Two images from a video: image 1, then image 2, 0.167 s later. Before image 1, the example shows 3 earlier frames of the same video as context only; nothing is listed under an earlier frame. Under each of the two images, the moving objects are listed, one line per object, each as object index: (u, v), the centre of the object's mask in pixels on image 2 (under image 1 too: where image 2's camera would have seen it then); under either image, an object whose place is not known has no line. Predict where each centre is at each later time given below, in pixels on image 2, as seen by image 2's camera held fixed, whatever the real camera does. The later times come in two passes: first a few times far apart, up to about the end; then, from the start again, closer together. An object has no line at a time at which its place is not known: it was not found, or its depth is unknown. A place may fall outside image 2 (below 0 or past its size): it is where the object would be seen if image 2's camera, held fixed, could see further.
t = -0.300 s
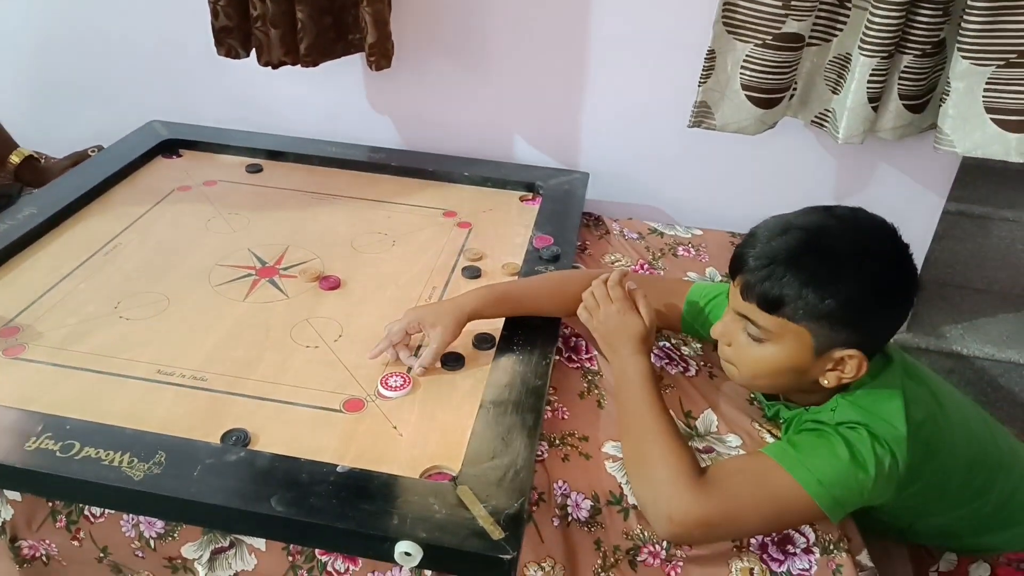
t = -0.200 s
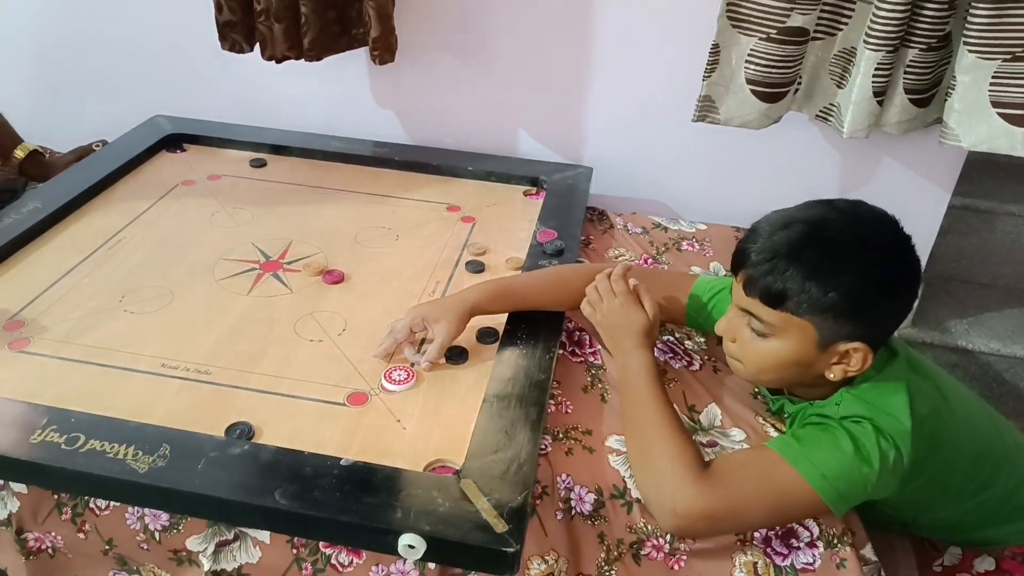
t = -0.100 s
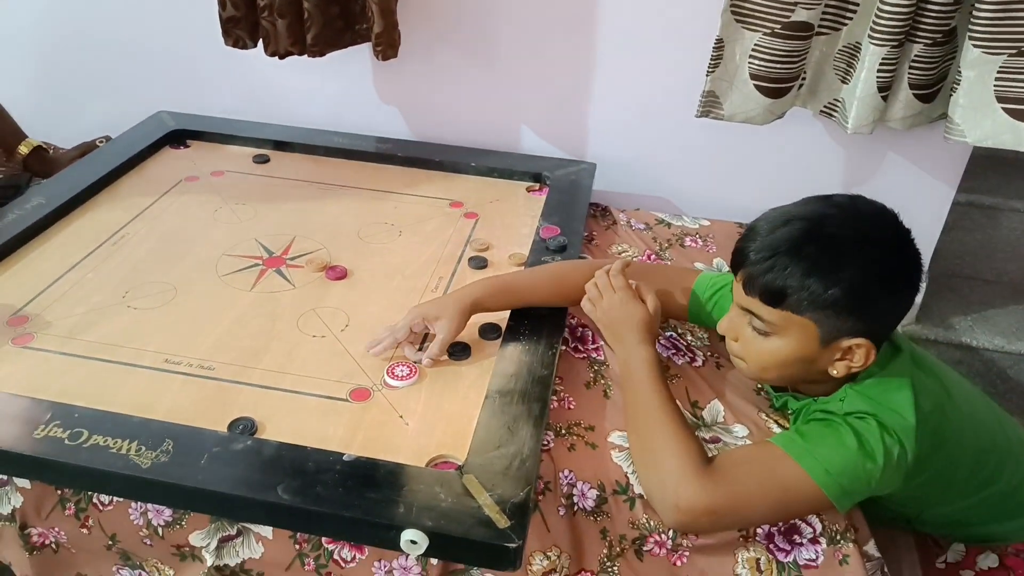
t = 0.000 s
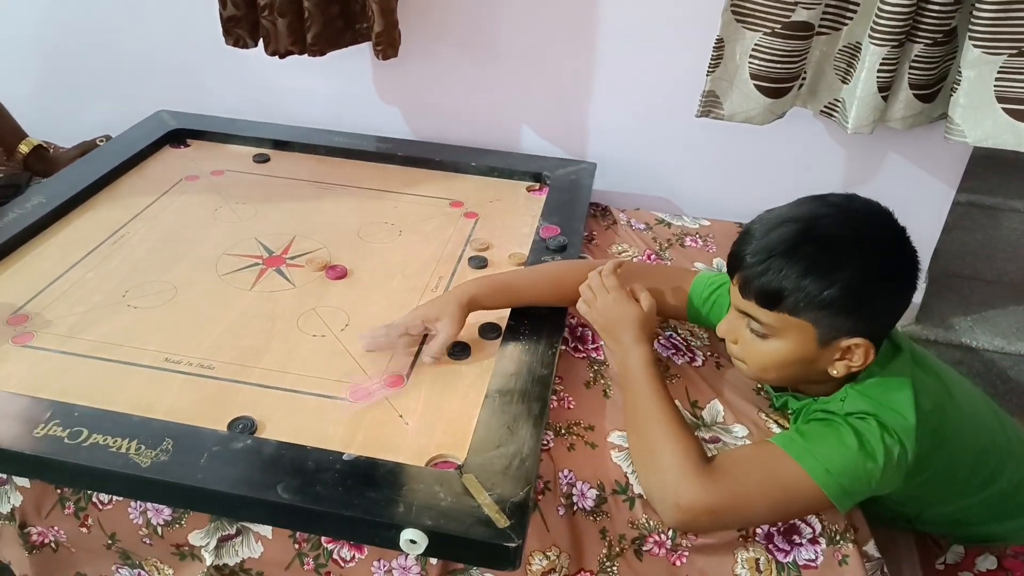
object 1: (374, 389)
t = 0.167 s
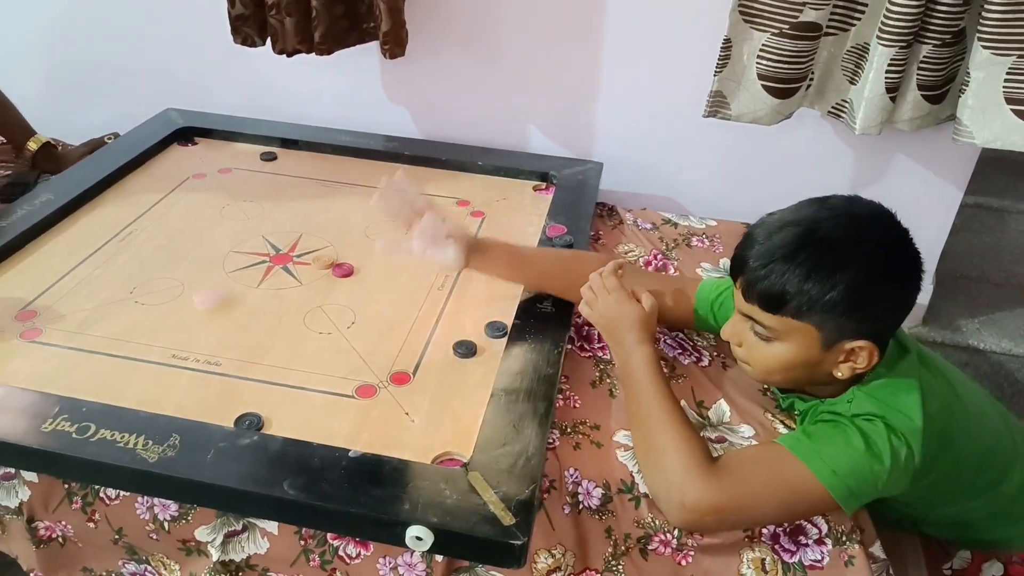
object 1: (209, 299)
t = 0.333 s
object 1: (160, 199)
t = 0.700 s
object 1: (238, 167)
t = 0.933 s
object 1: (243, 181)
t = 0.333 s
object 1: (160, 199)
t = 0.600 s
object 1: (230, 153)
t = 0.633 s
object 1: (233, 159)
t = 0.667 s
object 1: (236, 163)
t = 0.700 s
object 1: (238, 167)
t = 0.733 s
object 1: (240, 171)
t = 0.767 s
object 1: (241, 174)
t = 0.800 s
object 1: (242, 176)
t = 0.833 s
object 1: (242, 179)
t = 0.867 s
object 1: (243, 180)
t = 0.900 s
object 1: (243, 181)
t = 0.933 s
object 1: (243, 181)
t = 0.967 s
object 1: (243, 181)
